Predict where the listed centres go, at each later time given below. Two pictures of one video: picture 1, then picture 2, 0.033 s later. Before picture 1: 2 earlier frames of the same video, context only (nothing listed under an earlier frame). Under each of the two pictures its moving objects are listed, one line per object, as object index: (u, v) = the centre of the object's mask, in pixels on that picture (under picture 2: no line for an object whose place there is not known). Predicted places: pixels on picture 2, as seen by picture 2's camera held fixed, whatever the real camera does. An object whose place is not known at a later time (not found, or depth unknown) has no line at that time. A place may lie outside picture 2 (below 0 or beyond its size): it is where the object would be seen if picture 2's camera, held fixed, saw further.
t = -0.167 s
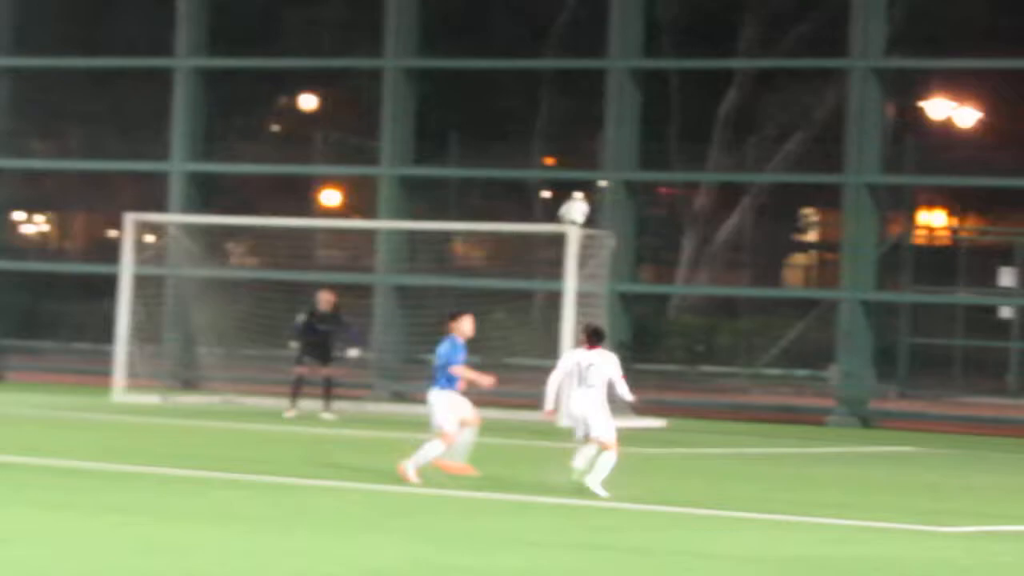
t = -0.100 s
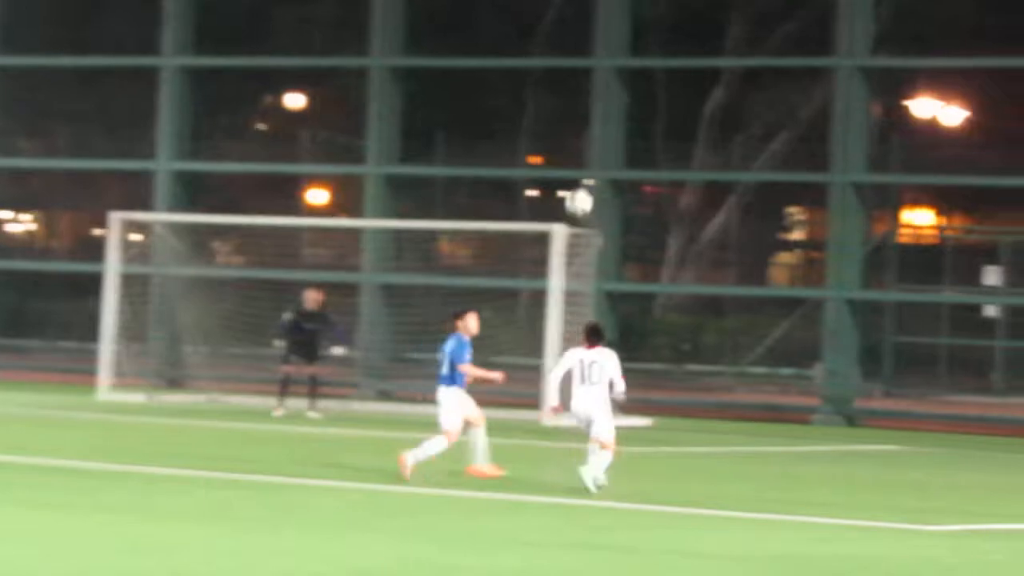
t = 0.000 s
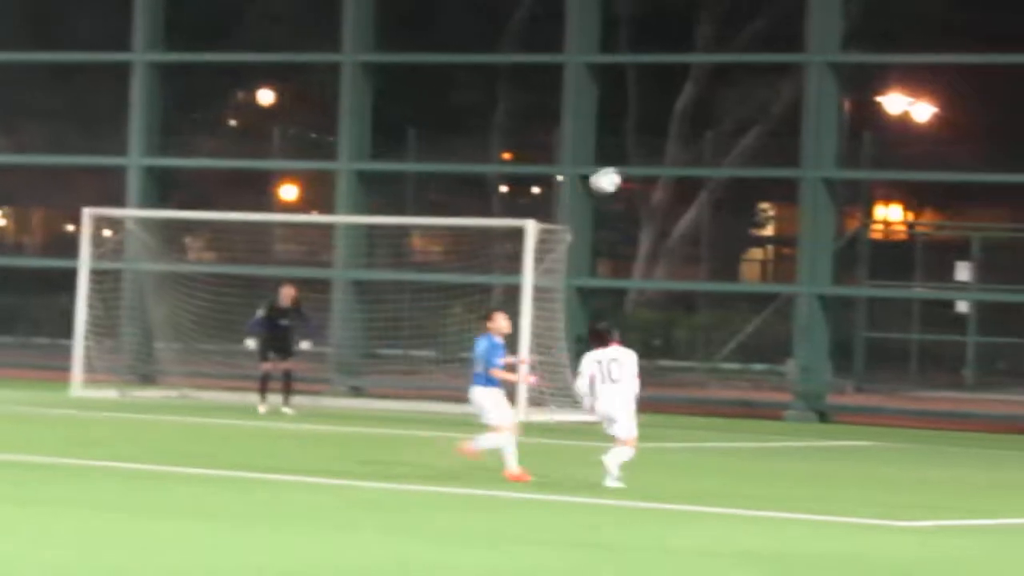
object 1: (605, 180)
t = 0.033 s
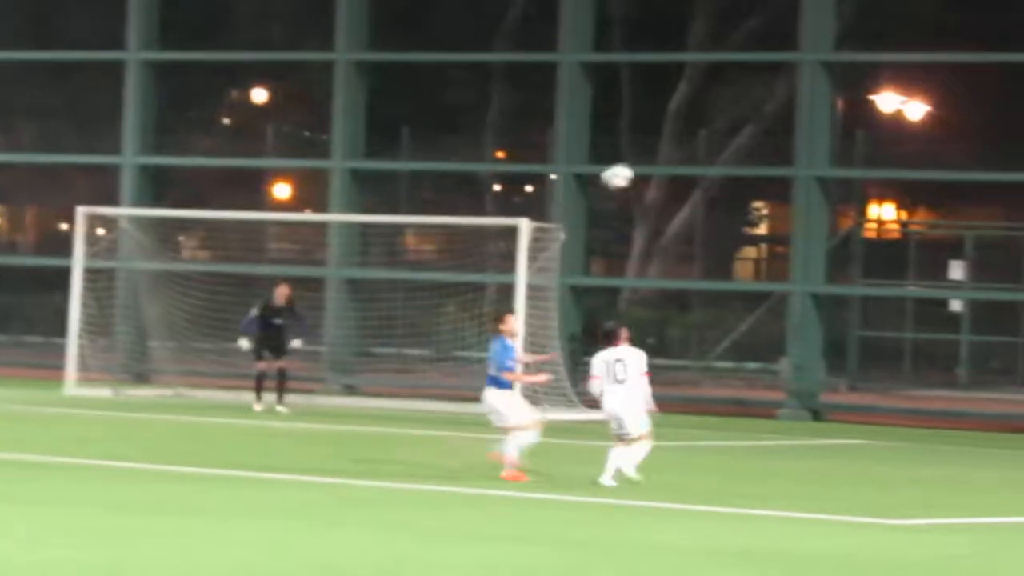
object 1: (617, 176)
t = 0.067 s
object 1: (635, 174)
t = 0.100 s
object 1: (653, 174)
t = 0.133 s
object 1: (670, 174)
